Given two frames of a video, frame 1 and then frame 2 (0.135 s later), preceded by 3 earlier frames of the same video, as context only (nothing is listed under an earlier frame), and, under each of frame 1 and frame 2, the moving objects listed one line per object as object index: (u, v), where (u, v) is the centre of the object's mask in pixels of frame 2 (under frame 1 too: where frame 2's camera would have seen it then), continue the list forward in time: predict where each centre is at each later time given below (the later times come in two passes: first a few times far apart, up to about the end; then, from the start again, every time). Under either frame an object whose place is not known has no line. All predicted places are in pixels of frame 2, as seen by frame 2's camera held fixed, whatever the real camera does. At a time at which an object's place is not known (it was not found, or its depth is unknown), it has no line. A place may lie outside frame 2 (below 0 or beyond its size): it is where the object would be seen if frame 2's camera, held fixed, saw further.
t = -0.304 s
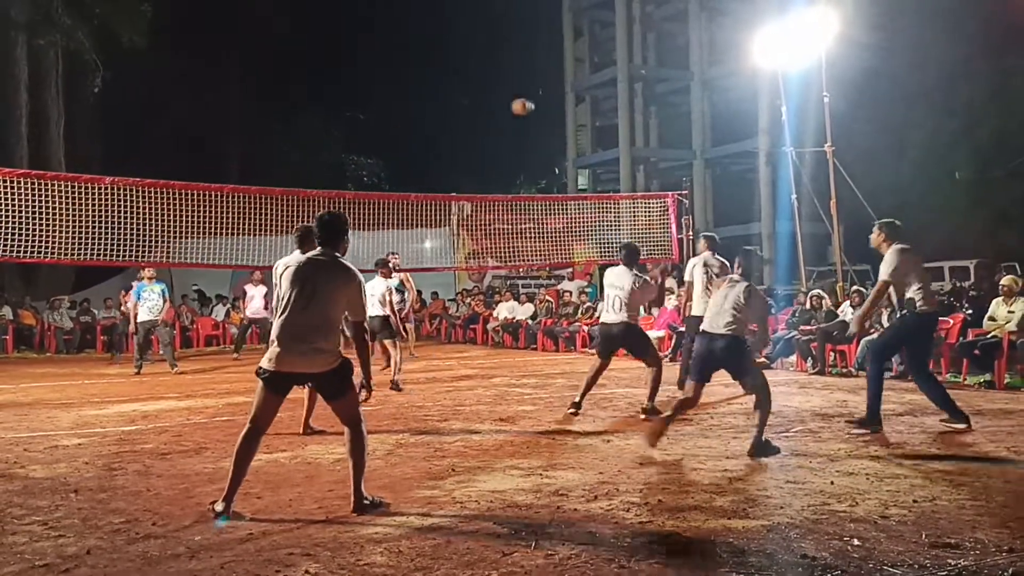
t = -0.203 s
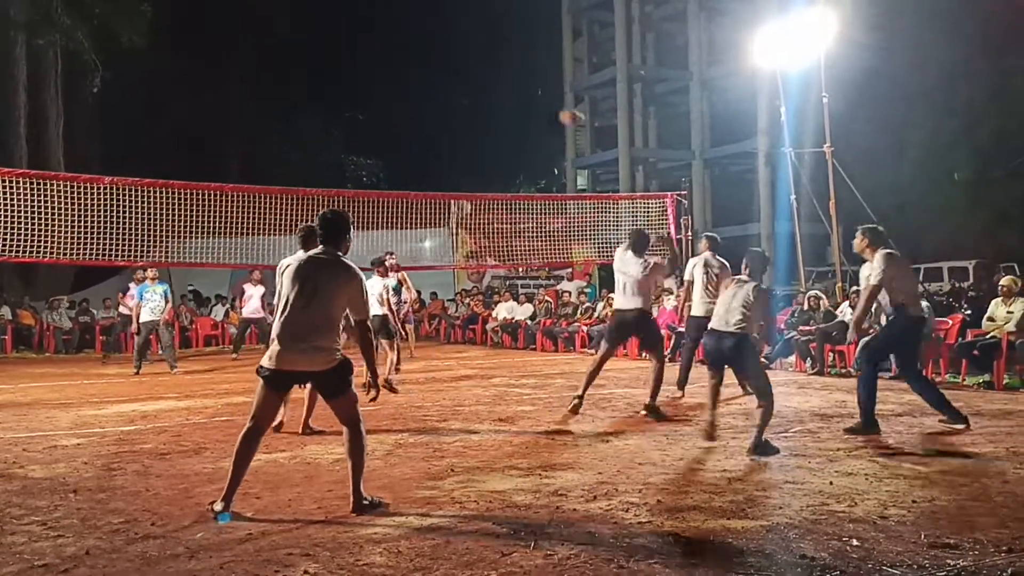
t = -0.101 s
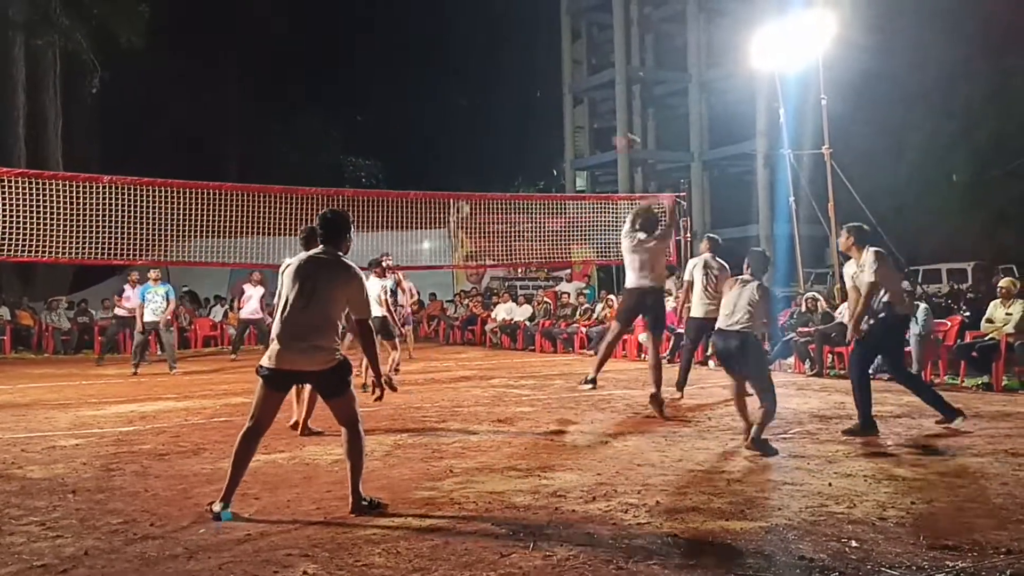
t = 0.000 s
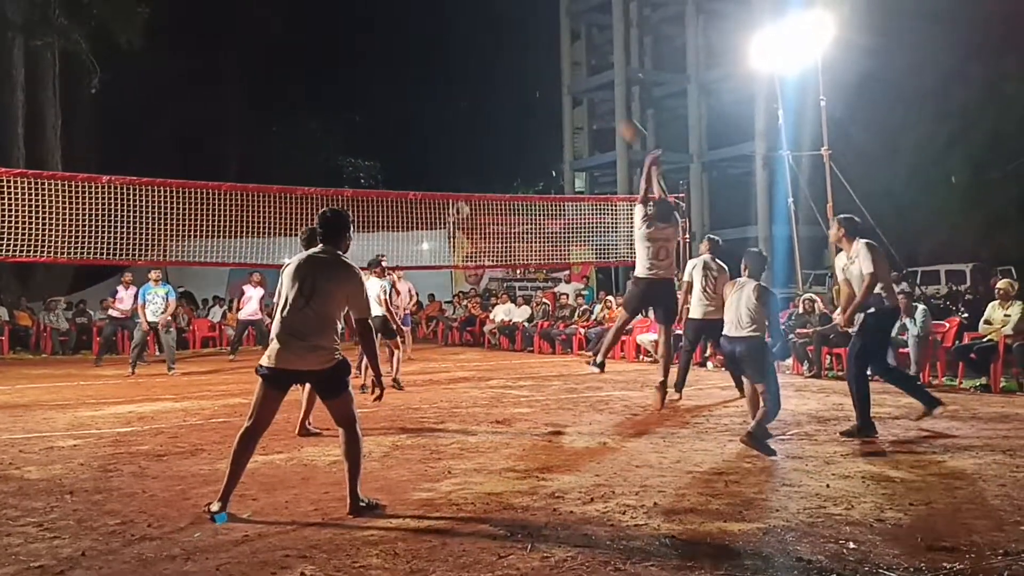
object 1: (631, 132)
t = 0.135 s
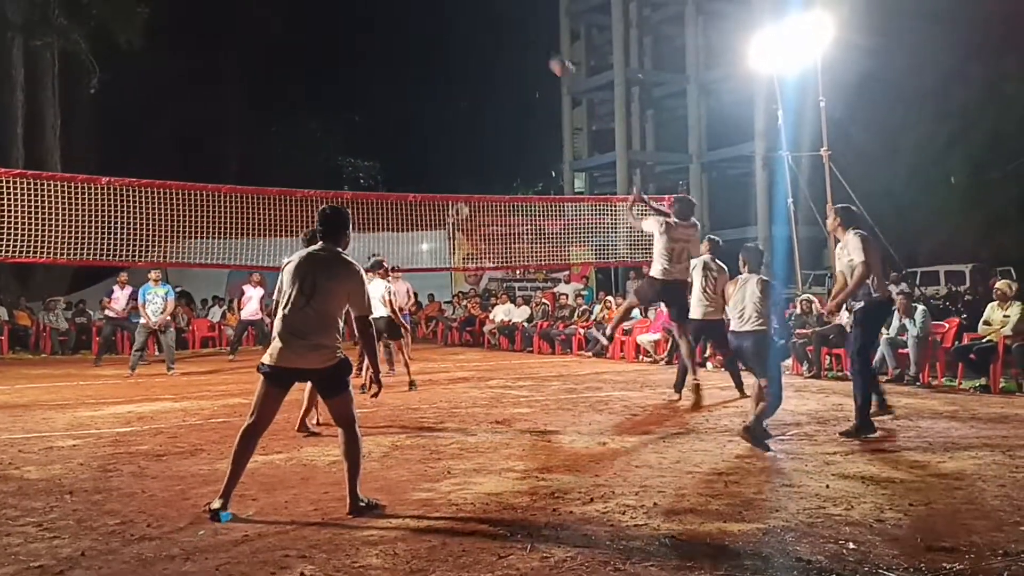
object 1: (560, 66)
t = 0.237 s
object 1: (517, 36)
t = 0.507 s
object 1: (419, 8)
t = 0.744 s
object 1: (352, 33)
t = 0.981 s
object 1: (297, 91)
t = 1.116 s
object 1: (271, 136)
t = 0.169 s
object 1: (546, 55)
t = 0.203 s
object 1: (531, 45)
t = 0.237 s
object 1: (517, 36)
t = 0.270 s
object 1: (503, 28)
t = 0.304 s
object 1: (490, 22)
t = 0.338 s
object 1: (476, 17)
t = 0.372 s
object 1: (464, 14)
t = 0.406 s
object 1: (452, 11)
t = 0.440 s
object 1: (441, 9)
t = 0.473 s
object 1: (430, 8)
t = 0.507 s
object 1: (419, 8)
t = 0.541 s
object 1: (408, 10)
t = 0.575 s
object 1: (398, 11)
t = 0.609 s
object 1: (388, 14)
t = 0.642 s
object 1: (378, 18)
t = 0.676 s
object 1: (369, 22)
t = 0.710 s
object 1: (360, 28)
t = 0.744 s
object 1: (352, 33)
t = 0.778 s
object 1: (343, 40)
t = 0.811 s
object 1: (335, 47)
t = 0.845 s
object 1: (327, 54)
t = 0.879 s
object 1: (319, 63)
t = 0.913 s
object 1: (312, 71)
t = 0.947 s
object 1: (304, 81)
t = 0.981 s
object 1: (297, 91)
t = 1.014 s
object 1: (290, 101)
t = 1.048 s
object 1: (284, 112)
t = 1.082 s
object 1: (277, 123)
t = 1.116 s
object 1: (271, 136)
